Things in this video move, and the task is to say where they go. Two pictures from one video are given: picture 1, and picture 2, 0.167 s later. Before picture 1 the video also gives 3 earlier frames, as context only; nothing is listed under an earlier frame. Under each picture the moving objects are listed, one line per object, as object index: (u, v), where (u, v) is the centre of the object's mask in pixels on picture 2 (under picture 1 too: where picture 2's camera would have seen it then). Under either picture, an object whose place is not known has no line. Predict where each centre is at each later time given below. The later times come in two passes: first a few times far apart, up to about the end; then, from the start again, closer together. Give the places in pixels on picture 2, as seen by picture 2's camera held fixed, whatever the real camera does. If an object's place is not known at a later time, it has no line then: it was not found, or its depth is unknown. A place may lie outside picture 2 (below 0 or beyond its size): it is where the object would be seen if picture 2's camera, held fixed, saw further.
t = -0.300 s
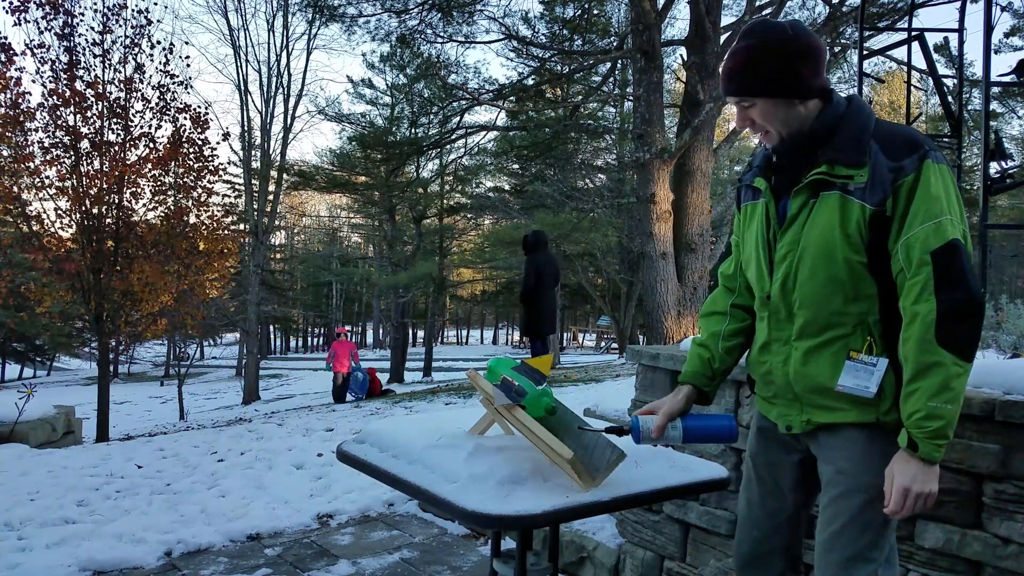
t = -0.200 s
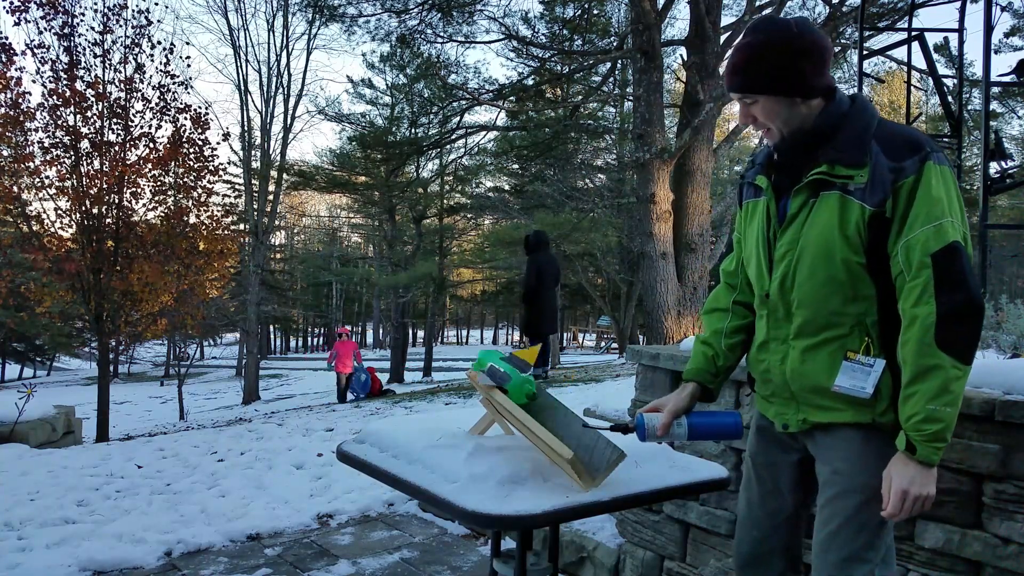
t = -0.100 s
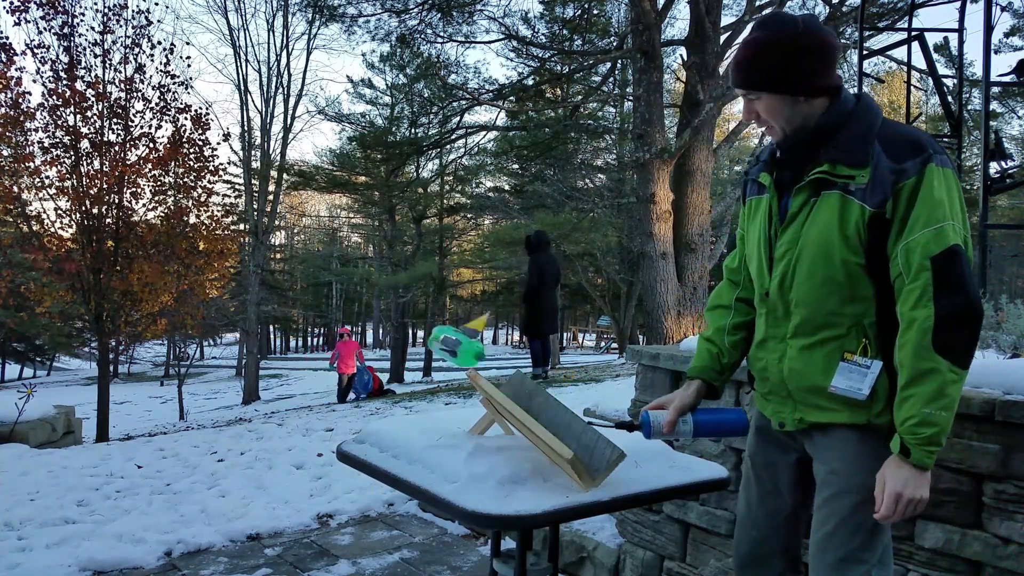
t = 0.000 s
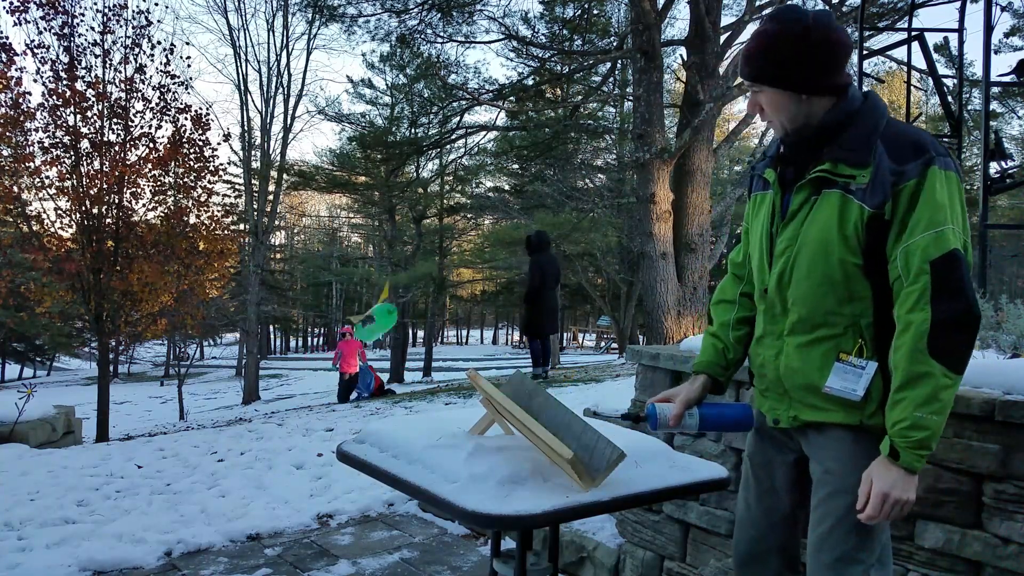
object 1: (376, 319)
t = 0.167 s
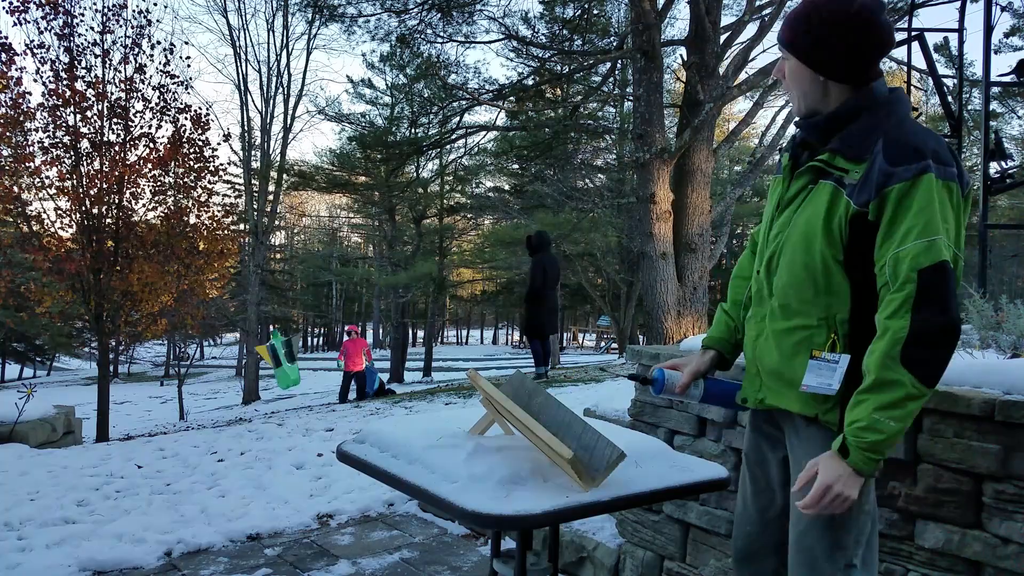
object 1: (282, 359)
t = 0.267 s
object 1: (244, 400)
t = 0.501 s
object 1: (174, 459)
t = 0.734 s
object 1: (153, 455)
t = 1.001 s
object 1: (144, 454)
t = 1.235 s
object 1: (149, 454)
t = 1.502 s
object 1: (150, 454)
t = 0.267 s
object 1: (244, 400)
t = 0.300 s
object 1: (231, 417)
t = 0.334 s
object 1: (218, 436)
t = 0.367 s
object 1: (207, 456)
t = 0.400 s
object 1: (198, 463)
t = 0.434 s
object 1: (188, 463)
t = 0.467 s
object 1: (179, 460)
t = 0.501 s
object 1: (174, 459)
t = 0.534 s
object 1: (171, 456)
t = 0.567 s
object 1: (169, 452)
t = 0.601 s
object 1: (167, 452)
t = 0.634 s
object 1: (163, 455)
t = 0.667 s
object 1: (159, 457)
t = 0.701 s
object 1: (155, 457)
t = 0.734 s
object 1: (153, 455)
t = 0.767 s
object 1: (150, 454)
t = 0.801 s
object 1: (149, 455)
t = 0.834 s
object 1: (149, 453)
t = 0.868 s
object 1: (148, 453)
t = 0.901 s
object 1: (147, 454)
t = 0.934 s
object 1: (145, 455)
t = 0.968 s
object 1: (145, 454)
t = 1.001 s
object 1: (144, 454)
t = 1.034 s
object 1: (144, 454)
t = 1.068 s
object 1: (145, 454)
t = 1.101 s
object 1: (146, 454)
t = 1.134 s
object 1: (146, 454)
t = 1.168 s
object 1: (147, 454)
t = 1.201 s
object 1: (148, 454)
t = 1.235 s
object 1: (149, 454)
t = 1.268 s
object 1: (150, 454)
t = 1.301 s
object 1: (150, 454)
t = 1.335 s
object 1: (150, 454)
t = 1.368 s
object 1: (150, 454)
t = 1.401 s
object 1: (150, 454)
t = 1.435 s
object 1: (150, 454)
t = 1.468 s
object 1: (150, 454)
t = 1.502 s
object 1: (150, 454)
